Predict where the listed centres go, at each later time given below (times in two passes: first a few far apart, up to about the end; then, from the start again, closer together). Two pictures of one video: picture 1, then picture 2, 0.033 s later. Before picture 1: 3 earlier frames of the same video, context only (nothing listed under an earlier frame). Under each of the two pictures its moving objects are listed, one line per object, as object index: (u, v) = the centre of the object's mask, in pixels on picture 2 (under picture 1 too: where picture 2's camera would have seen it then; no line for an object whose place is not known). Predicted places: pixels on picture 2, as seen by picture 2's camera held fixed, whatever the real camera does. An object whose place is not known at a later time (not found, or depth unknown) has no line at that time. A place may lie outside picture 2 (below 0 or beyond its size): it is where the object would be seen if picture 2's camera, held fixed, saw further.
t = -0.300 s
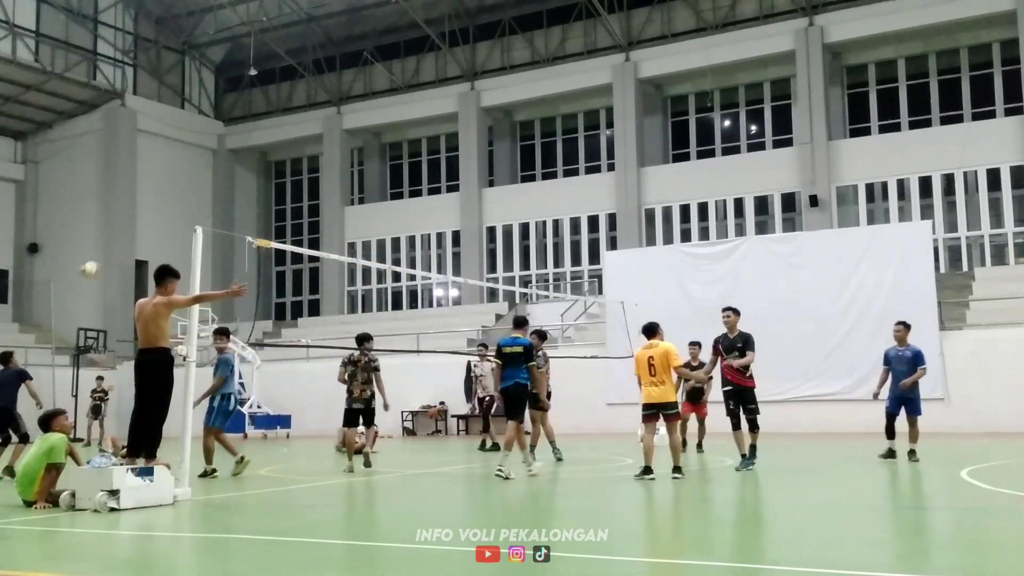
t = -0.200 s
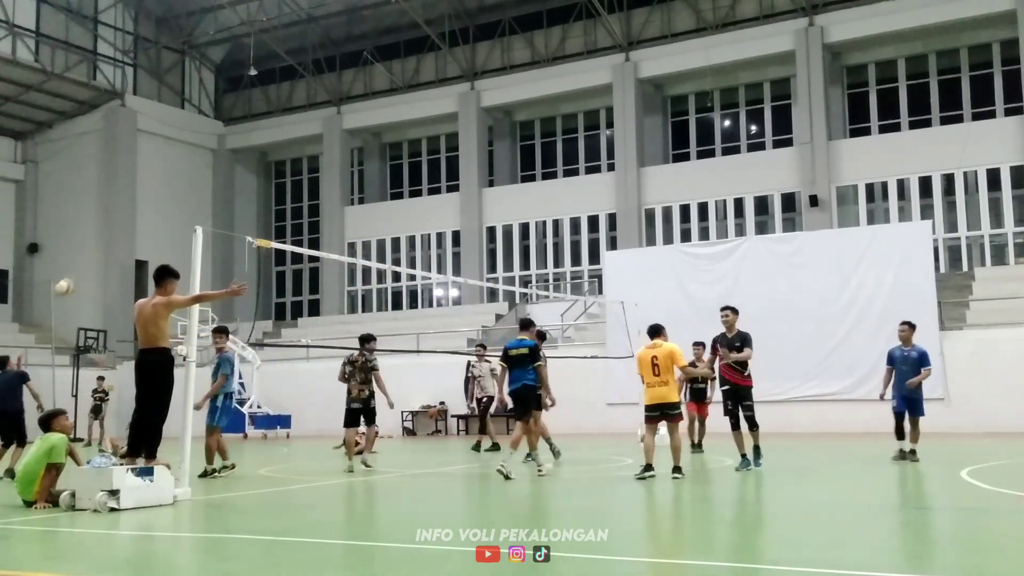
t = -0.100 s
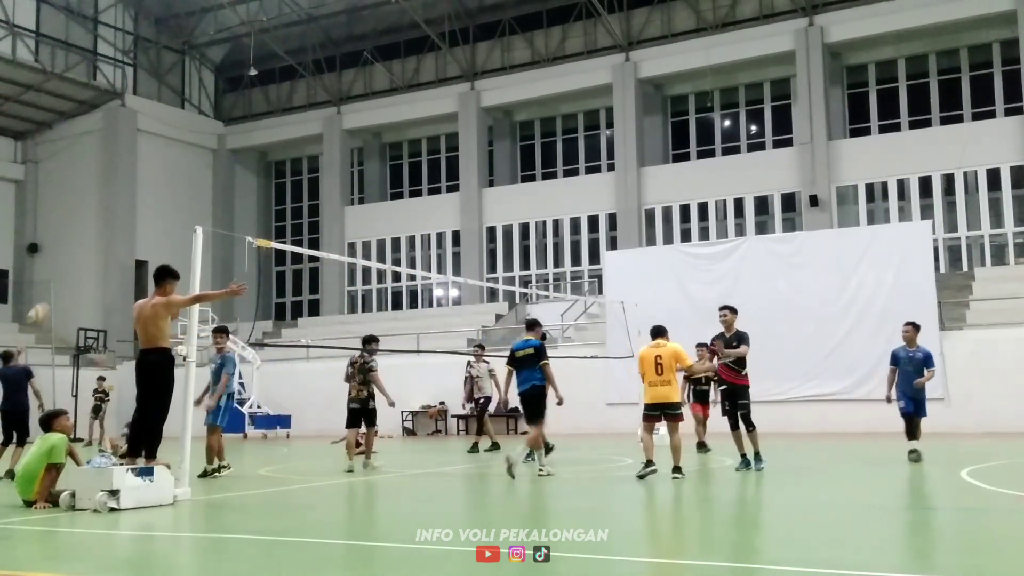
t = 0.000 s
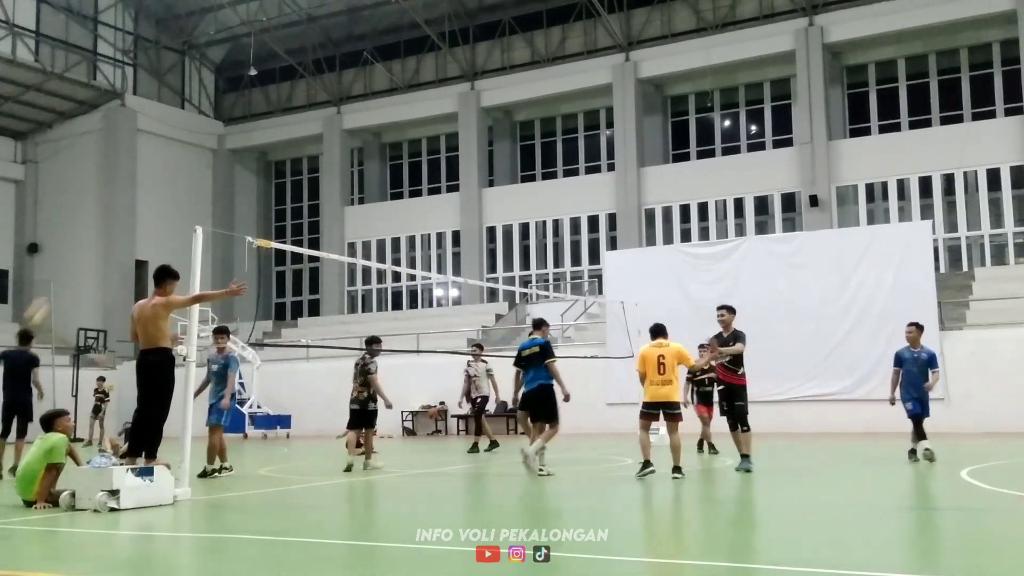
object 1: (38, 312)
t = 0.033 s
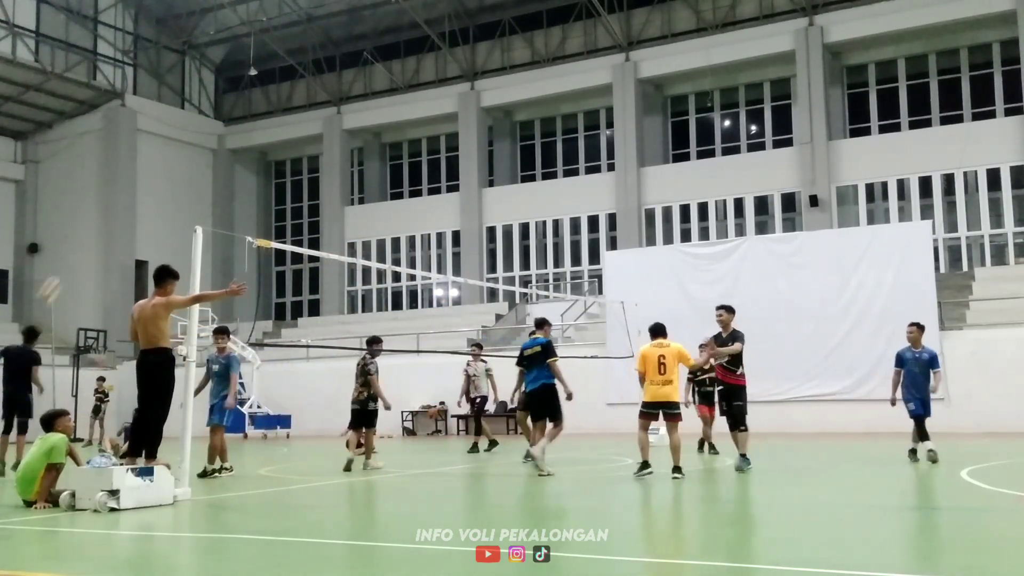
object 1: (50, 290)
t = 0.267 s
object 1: (147, 167)
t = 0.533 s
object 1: (261, 69)
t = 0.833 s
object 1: (405, 22)
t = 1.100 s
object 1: (548, 49)
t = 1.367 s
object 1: (714, 168)
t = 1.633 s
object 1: (918, 428)
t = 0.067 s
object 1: (63, 271)
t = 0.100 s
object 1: (76, 252)
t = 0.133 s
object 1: (90, 234)
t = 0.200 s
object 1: (118, 197)
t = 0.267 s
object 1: (147, 167)
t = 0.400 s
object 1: (204, 113)
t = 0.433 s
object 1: (217, 102)
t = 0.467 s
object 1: (232, 89)
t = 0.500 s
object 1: (246, 79)
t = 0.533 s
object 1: (261, 69)
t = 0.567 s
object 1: (276, 60)
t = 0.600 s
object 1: (291, 52)
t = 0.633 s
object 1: (306, 45)
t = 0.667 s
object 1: (322, 39)
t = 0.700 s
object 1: (338, 34)
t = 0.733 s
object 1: (354, 29)
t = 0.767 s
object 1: (370, 26)
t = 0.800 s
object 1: (387, 24)
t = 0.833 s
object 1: (405, 22)
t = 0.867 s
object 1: (421, 22)
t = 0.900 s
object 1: (438, 22)
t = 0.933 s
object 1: (456, 23)
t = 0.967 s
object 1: (473, 26)
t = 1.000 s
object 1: (491, 30)
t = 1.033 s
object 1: (510, 36)
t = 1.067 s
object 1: (530, 43)
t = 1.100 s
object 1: (548, 49)
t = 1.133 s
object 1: (568, 59)
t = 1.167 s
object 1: (589, 70)
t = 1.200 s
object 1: (609, 83)
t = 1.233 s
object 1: (629, 95)
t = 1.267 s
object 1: (650, 110)
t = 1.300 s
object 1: (670, 128)
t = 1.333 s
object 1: (690, 145)
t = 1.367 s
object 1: (714, 168)
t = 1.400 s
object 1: (739, 196)
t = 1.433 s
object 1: (763, 216)
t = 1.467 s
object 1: (786, 245)
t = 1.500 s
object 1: (810, 277)
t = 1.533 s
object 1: (835, 310)
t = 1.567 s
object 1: (864, 346)
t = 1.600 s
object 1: (889, 380)
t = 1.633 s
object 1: (918, 428)
